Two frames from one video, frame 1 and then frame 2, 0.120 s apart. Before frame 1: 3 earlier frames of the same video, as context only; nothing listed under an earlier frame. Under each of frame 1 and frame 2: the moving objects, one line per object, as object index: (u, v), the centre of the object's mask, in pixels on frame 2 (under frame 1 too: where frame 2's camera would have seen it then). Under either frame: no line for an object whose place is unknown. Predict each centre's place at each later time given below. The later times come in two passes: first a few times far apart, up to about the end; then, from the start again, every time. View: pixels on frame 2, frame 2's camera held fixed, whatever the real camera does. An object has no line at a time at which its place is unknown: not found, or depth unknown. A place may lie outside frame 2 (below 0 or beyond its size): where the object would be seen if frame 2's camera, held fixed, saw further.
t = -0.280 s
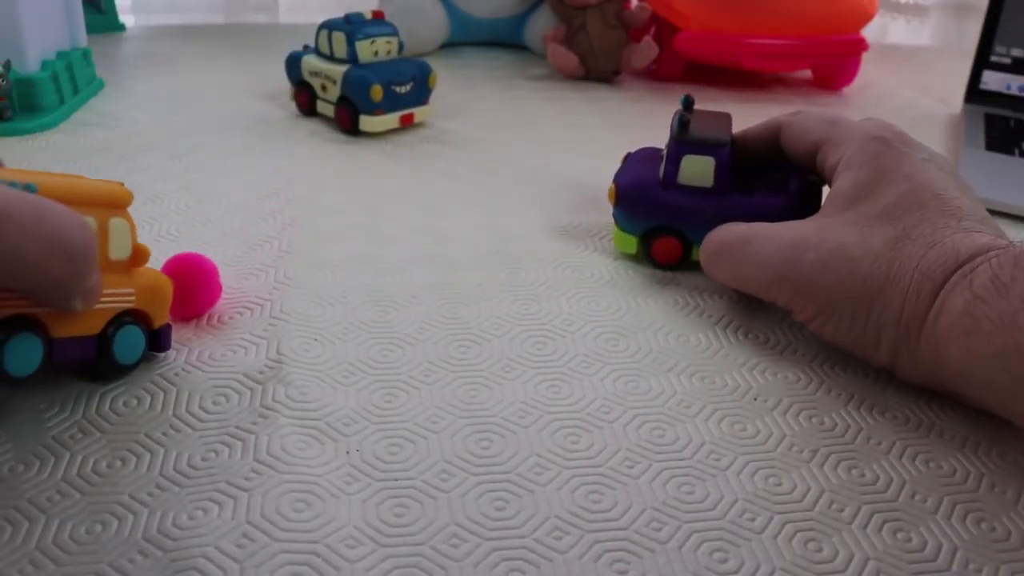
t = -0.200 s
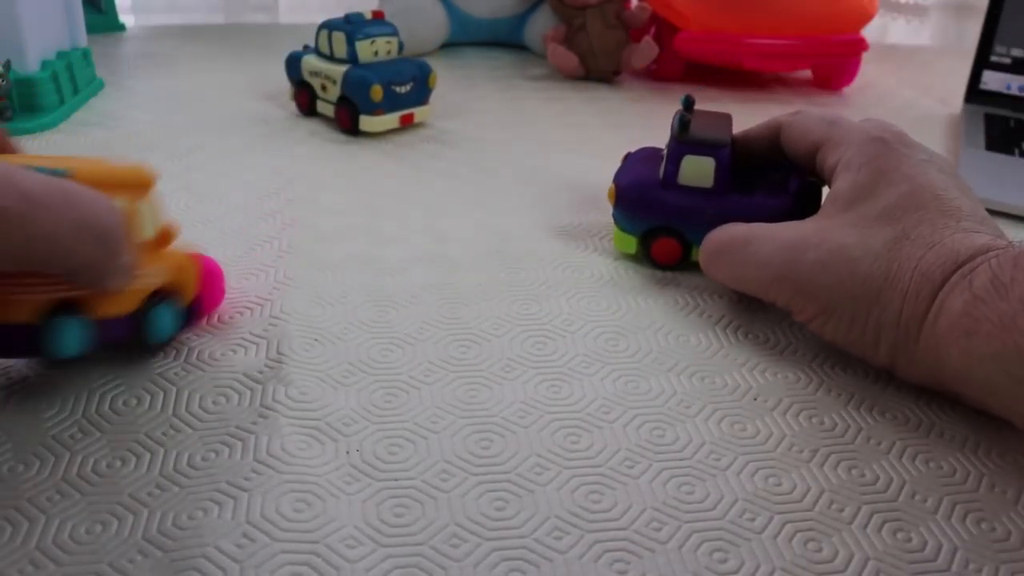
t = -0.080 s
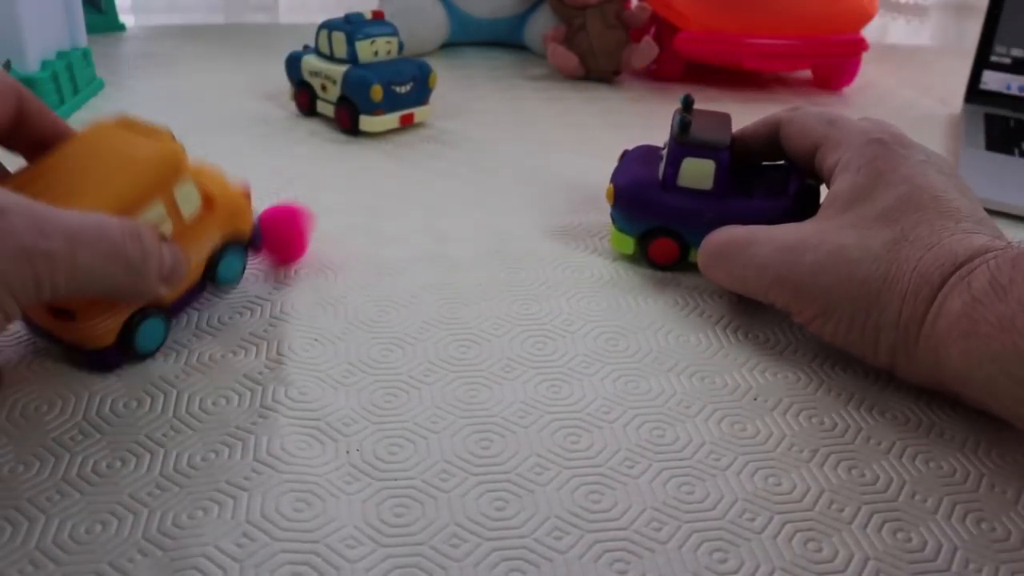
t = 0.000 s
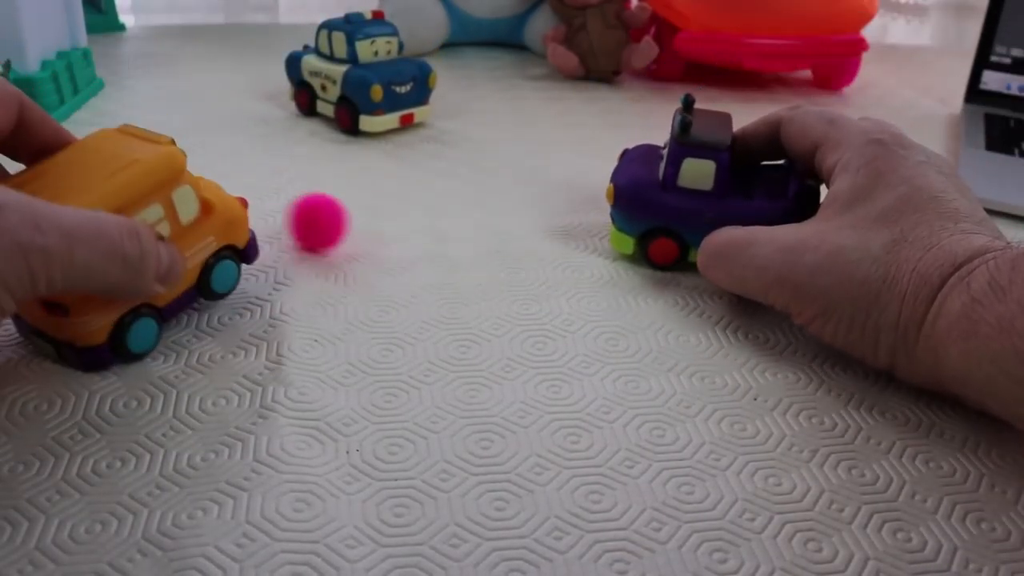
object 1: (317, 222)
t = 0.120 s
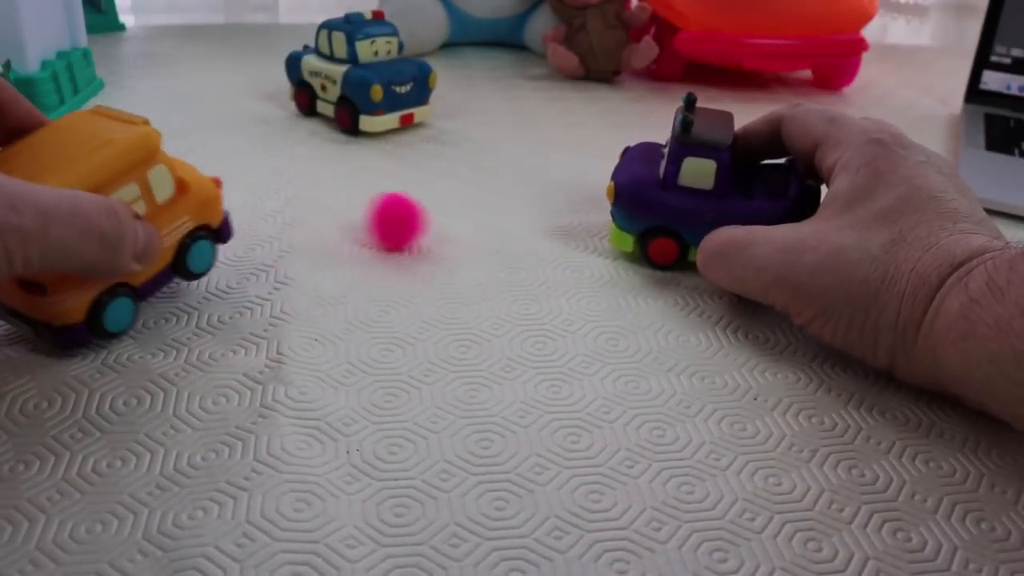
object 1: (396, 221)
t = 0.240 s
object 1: (460, 224)
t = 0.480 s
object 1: (464, 256)
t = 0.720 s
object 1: (448, 259)
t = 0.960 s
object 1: (453, 256)
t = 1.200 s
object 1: (453, 256)
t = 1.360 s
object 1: (453, 256)
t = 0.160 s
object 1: (420, 220)
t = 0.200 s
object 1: (442, 220)
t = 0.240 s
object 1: (460, 224)
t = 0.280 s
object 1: (472, 226)
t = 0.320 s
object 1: (476, 231)
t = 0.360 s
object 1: (476, 239)
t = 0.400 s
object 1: (471, 245)
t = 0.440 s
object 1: (467, 250)
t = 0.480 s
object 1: (464, 256)
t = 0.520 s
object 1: (457, 259)
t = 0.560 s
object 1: (450, 261)
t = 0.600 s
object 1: (444, 261)
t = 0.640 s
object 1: (443, 260)
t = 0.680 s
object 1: (444, 260)
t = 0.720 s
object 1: (448, 259)
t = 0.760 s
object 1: (452, 258)
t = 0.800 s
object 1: (455, 256)
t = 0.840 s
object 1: (456, 255)
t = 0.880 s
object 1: (455, 255)
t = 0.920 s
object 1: (453, 256)
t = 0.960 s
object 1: (453, 256)
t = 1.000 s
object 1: (453, 256)
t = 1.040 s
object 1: (453, 256)
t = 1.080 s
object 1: (453, 256)
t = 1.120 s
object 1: (453, 256)
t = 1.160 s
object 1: (453, 256)
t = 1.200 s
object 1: (453, 256)
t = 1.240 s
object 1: (453, 256)
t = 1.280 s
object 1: (453, 256)
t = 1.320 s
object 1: (453, 256)
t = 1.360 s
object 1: (453, 256)
